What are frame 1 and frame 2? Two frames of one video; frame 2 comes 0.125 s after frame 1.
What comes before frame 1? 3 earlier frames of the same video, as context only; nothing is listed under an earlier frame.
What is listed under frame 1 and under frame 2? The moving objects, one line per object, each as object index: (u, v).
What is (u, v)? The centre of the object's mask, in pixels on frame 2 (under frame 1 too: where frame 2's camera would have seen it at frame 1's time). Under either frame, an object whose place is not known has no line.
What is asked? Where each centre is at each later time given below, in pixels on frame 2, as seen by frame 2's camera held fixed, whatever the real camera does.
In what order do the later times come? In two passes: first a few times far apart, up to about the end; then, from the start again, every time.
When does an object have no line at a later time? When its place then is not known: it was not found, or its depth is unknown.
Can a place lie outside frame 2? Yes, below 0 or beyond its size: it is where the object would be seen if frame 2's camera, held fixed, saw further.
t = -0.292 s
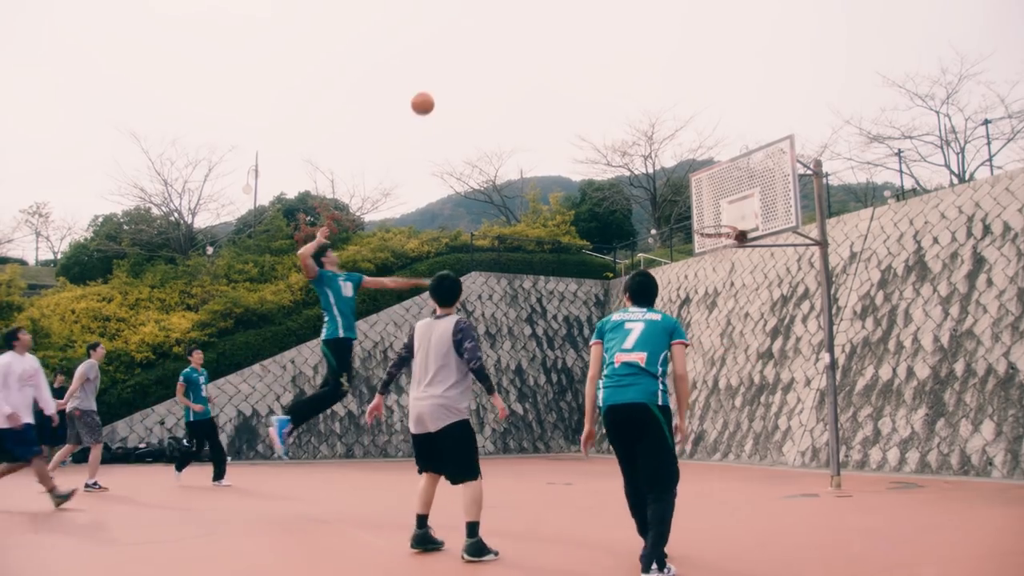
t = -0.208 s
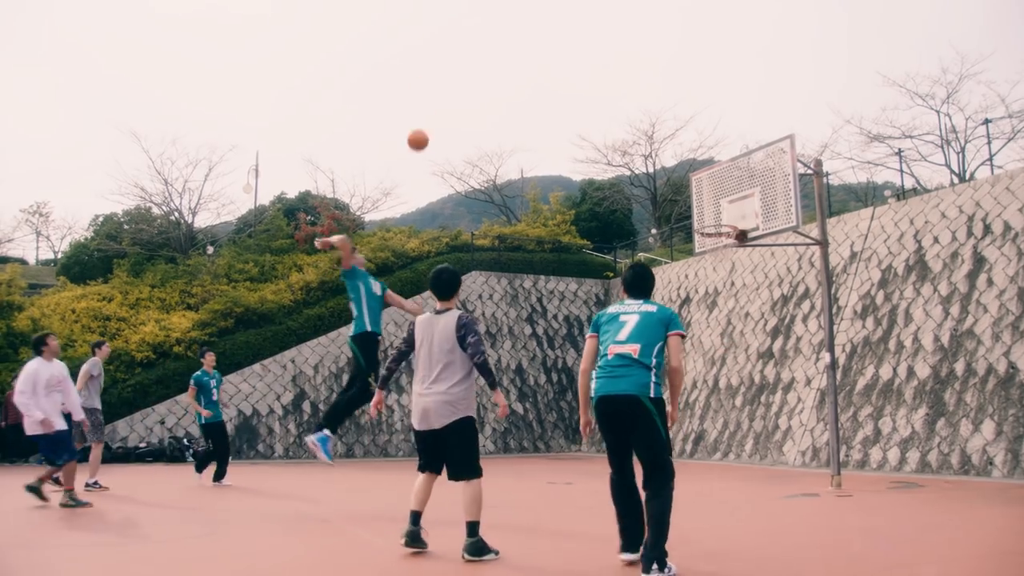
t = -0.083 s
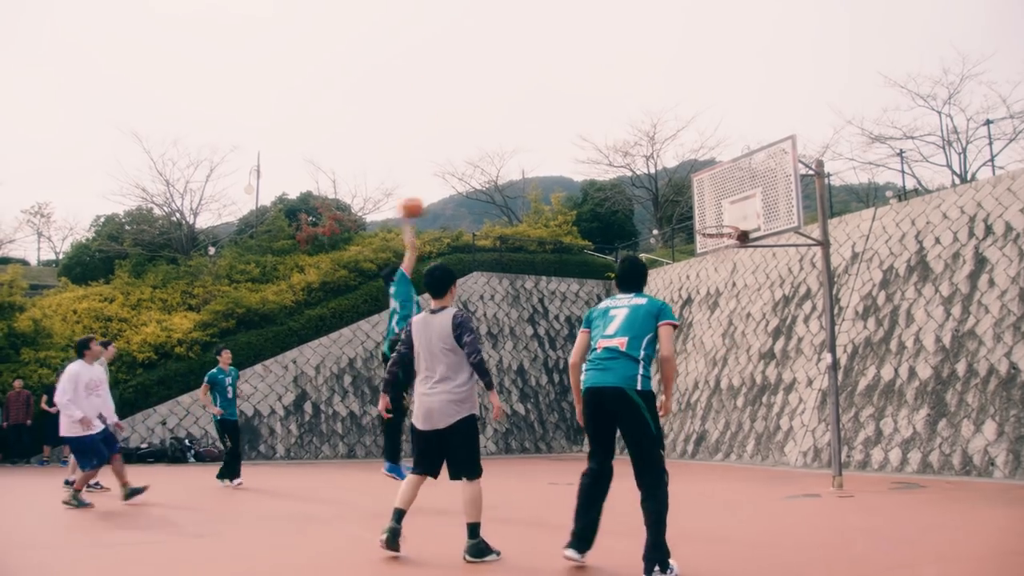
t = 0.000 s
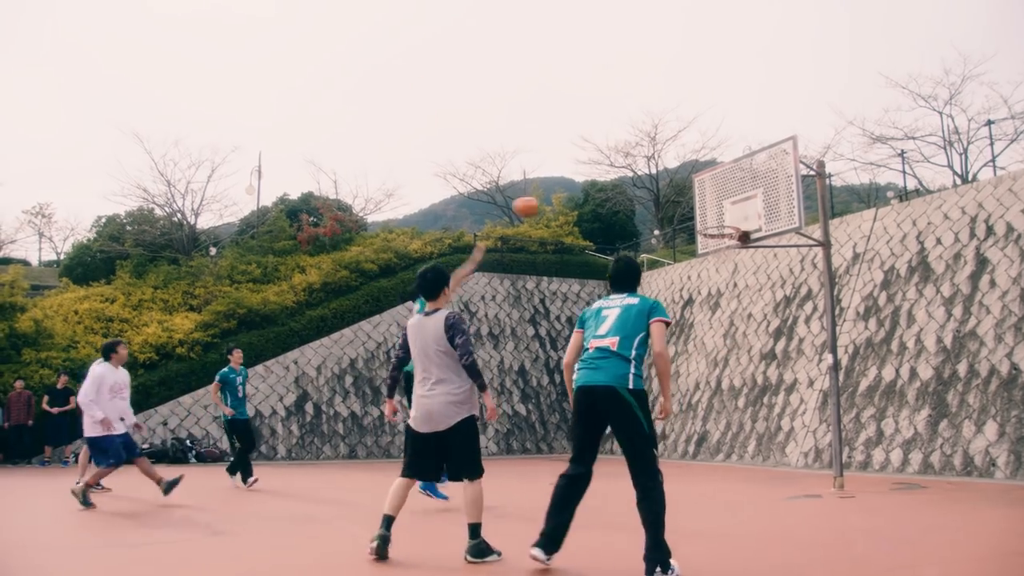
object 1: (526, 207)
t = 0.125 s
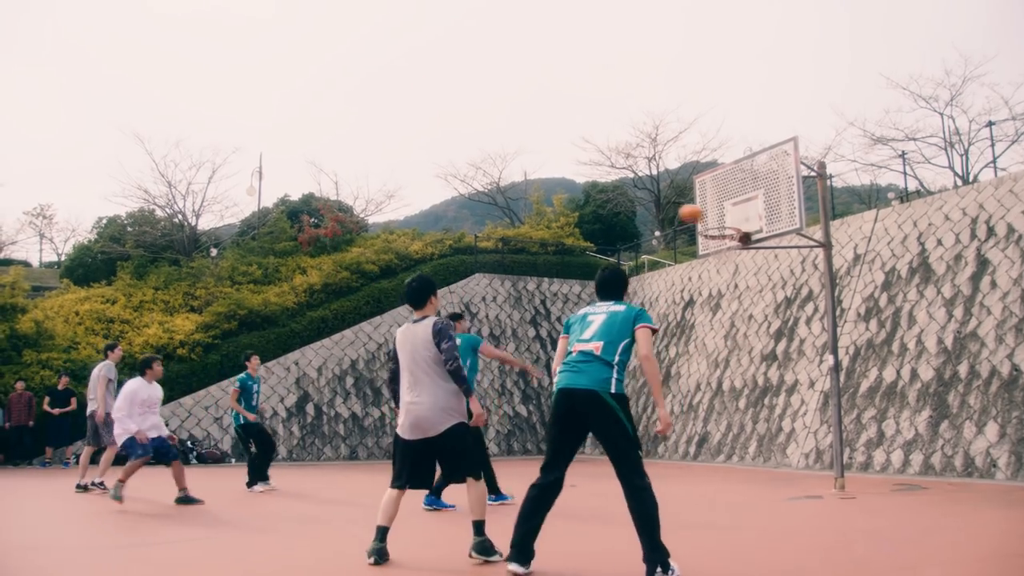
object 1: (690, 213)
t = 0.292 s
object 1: (712, 244)
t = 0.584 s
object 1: (741, 309)
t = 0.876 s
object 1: (779, 477)
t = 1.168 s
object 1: (807, 384)
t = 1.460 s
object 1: (838, 329)
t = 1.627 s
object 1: (861, 342)
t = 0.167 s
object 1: (744, 219)
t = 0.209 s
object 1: (731, 229)
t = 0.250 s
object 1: (714, 237)
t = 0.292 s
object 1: (712, 244)
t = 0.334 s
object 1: (715, 249)
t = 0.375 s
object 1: (719, 254)
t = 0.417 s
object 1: (723, 261)
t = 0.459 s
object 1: (728, 270)
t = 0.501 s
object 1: (732, 281)
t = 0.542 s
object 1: (736, 294)
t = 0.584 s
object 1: (741, 309)
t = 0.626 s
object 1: (746, 325)
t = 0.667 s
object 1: (751, 344)
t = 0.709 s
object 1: (757, 366)
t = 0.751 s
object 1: (762, 389)
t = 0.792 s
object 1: (767, 415)
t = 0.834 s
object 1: (773, 444)
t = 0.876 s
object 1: (779, 477)
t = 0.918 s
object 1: (784, 499)
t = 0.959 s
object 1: (788, 475)
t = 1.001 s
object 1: (791, 453)
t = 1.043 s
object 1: (795, 434)
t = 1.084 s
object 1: (799, 415)
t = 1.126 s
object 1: (803, 399)
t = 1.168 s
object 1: (807, 384)
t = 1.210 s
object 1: (811, 371)
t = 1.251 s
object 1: (816, 360)
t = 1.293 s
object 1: (819, 349)
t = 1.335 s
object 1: (824, 342)
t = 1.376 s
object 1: (828, 336)
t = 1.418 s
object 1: (834, 331)
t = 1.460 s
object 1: (838, 329)
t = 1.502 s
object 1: (843, 329)
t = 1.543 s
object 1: (849, 331)
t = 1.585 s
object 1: (855, 335)
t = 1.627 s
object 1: (861, 342)
